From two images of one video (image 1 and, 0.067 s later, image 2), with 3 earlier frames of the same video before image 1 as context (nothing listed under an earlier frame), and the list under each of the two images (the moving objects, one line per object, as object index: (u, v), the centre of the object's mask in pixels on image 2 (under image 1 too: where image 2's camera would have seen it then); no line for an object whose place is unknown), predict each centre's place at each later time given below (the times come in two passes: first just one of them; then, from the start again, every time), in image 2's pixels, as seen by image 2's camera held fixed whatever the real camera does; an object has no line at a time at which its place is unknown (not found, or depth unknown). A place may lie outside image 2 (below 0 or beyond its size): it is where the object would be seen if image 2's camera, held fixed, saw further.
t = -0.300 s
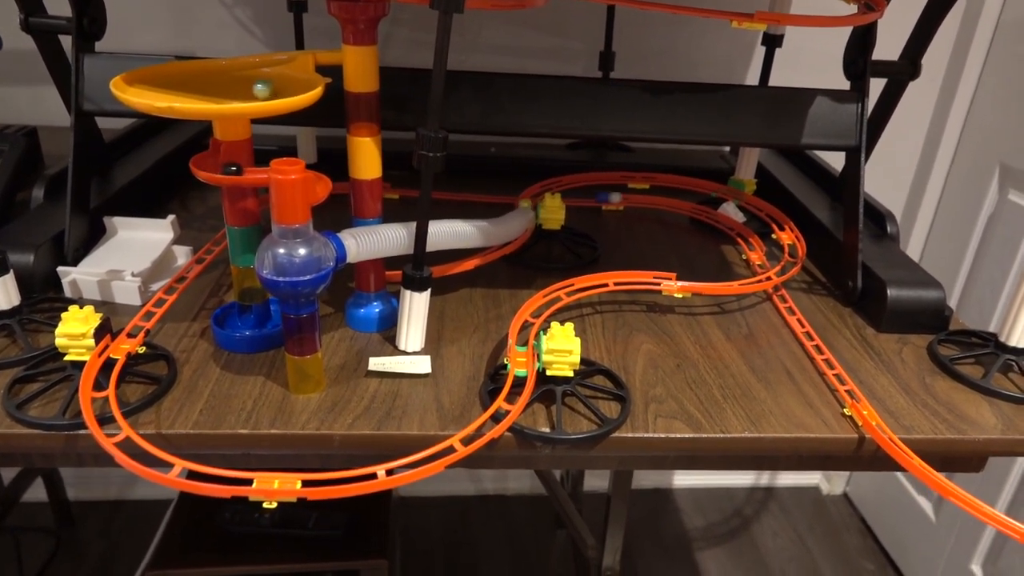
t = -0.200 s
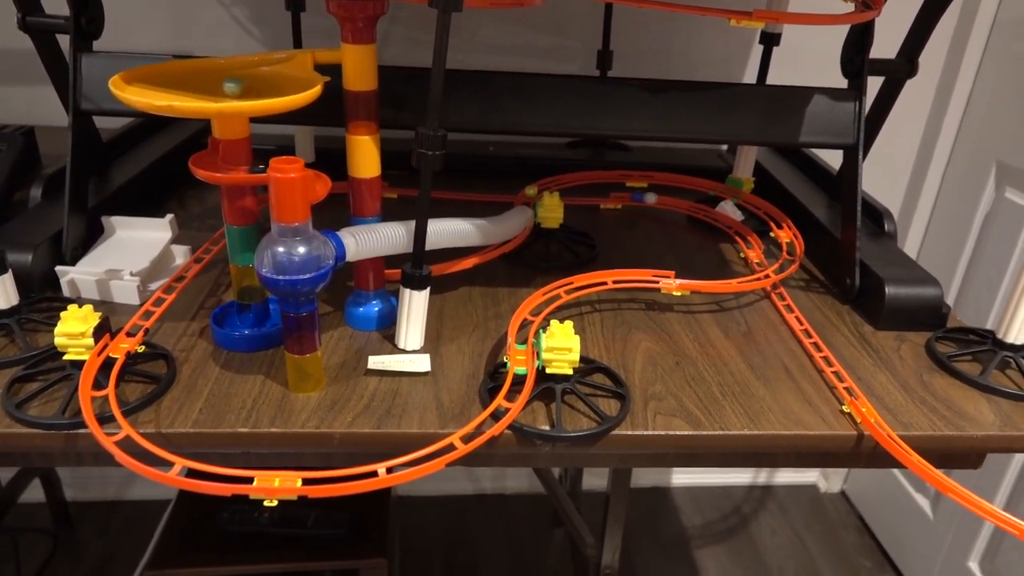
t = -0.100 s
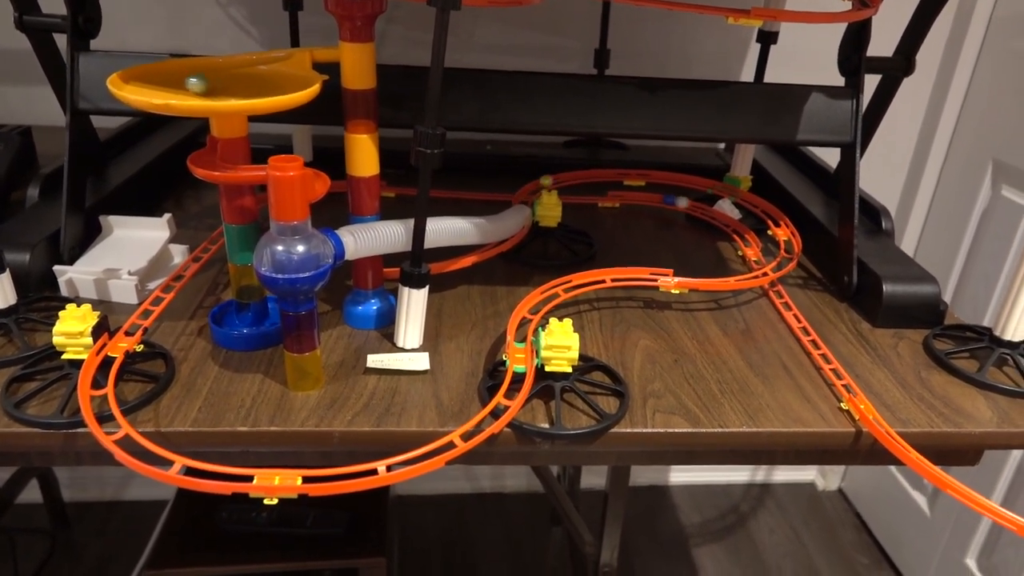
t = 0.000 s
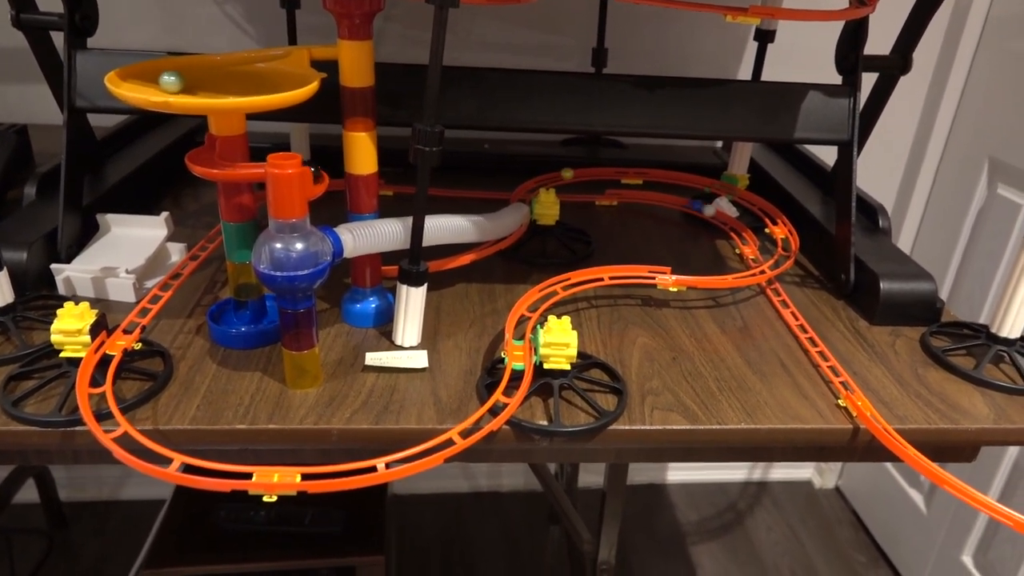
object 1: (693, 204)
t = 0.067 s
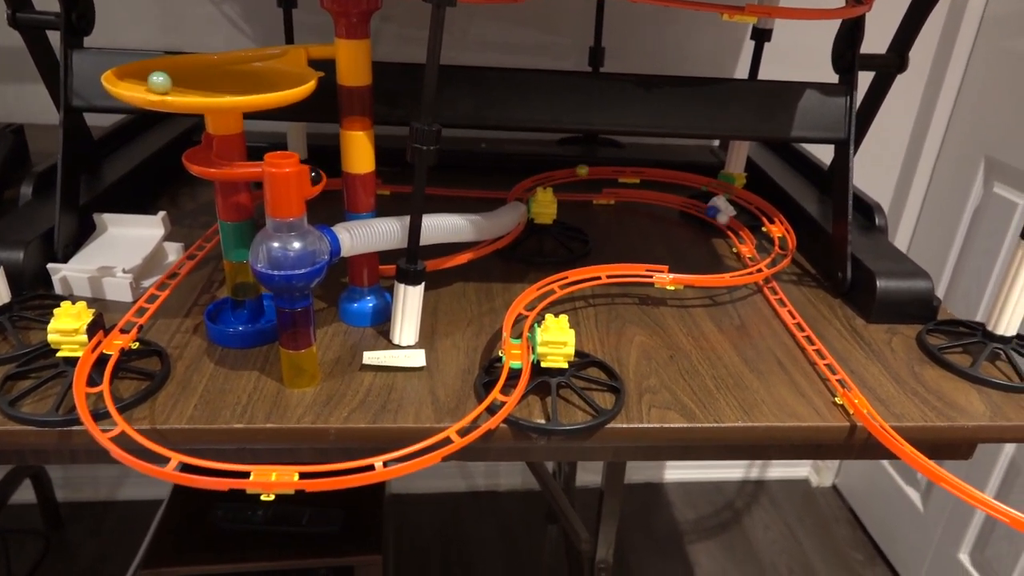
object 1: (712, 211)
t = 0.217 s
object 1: (741, 232)
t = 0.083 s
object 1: (715, 213)
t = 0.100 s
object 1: (719, 216)
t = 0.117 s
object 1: (723, 218)
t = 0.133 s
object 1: (727, 220)
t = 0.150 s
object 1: (729, 223)
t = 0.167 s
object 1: (732, 225)
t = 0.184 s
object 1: (736, 228)
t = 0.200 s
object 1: (739, 229)
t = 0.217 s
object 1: (741, 232)
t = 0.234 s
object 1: (743, 235)
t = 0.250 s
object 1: (745, 238)
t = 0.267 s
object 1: (747, 241)
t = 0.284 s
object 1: (749, 245)
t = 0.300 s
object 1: (751, 247)
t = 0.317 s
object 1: (753, 251)
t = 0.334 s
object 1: (755, 255)
